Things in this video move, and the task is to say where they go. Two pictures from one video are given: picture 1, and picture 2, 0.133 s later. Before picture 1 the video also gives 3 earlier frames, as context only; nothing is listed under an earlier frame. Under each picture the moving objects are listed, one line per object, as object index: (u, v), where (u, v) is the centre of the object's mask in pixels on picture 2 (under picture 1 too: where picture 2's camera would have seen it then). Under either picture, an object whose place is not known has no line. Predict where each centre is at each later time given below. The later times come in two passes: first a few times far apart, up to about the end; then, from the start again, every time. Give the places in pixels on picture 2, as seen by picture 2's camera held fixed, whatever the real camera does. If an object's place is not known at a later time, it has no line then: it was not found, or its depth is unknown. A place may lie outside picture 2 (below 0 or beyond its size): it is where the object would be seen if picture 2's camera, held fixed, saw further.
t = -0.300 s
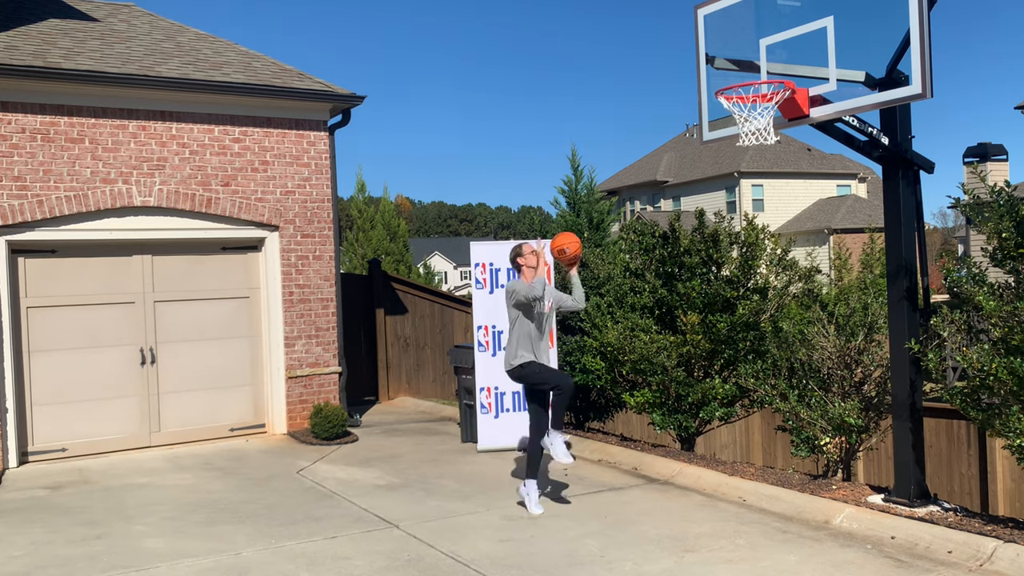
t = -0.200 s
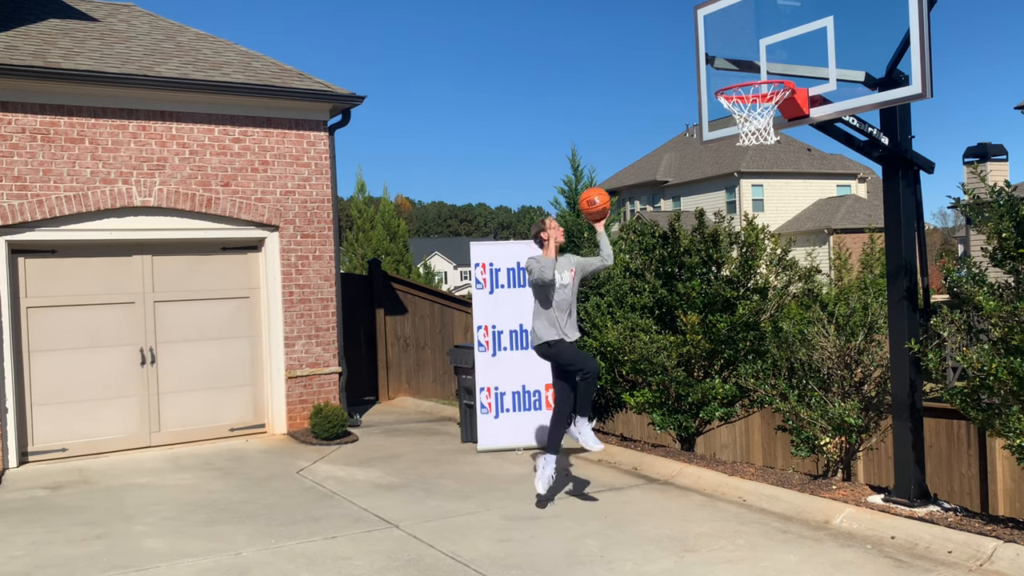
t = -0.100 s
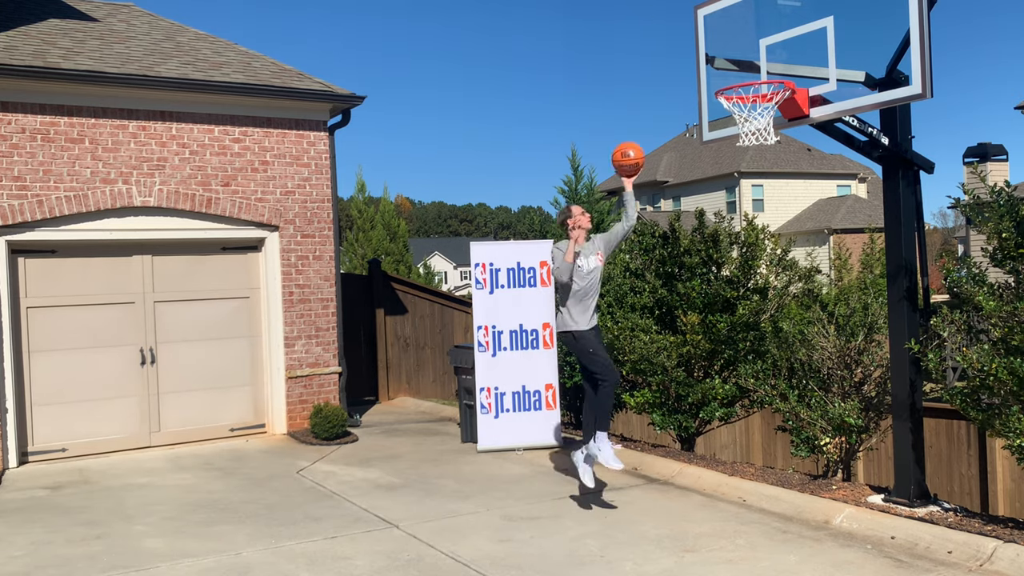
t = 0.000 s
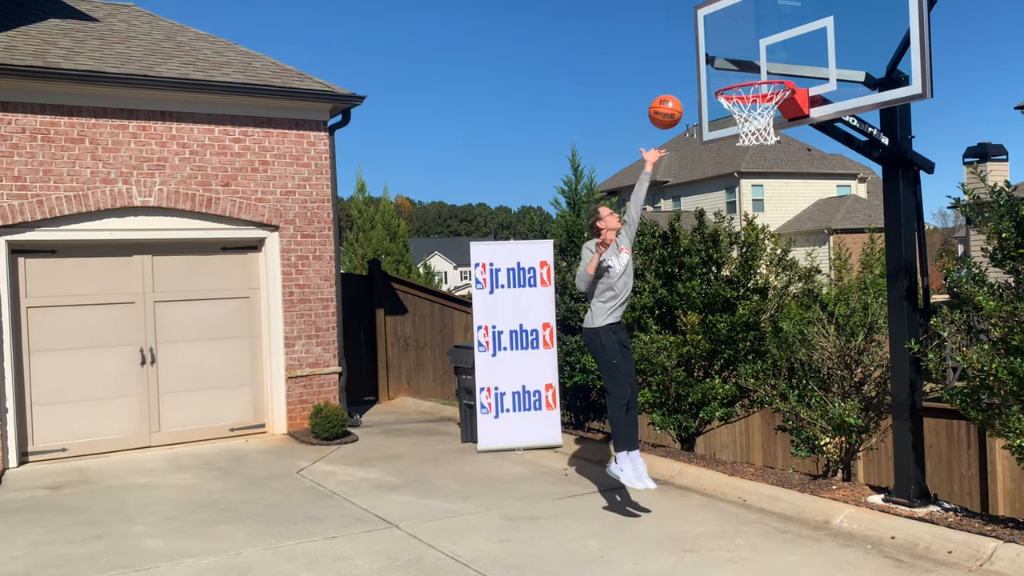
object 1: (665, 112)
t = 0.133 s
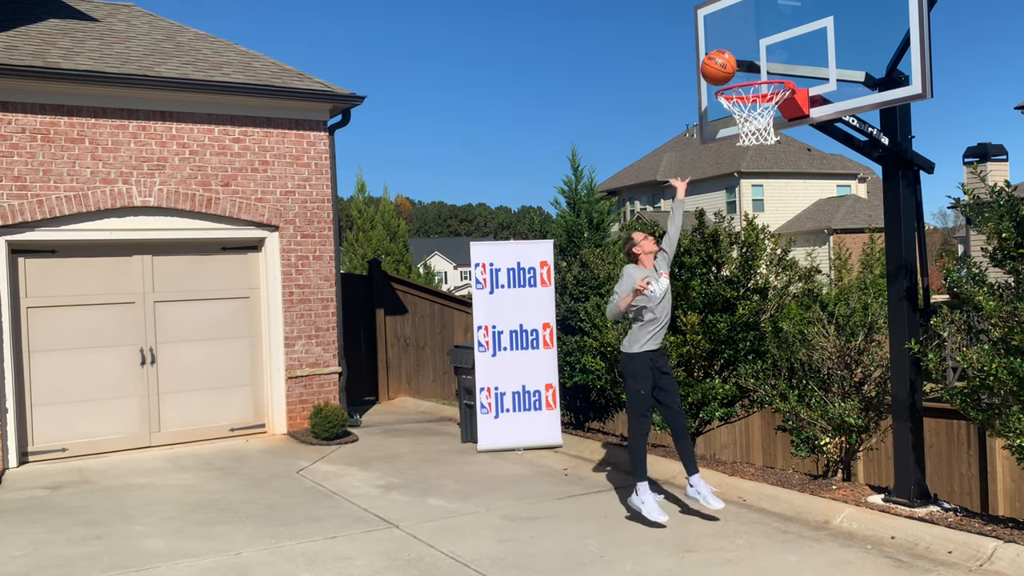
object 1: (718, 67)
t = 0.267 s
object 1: (748, 47)
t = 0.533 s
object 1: (751, 70)
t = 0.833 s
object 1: (773, 68)
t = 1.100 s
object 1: (737, 94)
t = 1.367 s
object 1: (766, 129)
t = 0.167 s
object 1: (732, 60)
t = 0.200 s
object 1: (746, 54)
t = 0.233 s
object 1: (747, 50)
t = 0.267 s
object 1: (748, 47)
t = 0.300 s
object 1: (749, 47)
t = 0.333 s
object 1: (750, 47)
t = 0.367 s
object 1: (751, 49)
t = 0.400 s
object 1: (753, 53)
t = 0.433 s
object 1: (754, 58)
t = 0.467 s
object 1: (755, 65)
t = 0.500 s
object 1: (755, 70)
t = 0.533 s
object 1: (751, 70)
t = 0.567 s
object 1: (747, 71)
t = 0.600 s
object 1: (743, 74)
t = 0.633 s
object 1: (740, 77)
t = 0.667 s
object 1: (746, 73)
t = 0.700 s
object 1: (751, 69)
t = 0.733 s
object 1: (756, 67)
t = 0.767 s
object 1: (762, 66)
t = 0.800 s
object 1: (767, 66)
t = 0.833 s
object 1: (773, 68)
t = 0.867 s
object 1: (776, 69)
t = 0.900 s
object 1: (770, 67)
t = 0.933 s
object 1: (764, 67)
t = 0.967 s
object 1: (758, 68)
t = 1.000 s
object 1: (751, 70)
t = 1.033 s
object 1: (746, 73)
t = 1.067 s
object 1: (740, 87)
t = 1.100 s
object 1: (737, 94)
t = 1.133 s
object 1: (740, 100)
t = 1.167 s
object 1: (743, 106)
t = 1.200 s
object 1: (746, 115)
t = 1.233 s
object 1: (749, 120)
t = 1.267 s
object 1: (754, 124)
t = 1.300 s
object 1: (759, 126)
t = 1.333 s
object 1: (763, 128)
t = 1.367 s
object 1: (766, 129)
